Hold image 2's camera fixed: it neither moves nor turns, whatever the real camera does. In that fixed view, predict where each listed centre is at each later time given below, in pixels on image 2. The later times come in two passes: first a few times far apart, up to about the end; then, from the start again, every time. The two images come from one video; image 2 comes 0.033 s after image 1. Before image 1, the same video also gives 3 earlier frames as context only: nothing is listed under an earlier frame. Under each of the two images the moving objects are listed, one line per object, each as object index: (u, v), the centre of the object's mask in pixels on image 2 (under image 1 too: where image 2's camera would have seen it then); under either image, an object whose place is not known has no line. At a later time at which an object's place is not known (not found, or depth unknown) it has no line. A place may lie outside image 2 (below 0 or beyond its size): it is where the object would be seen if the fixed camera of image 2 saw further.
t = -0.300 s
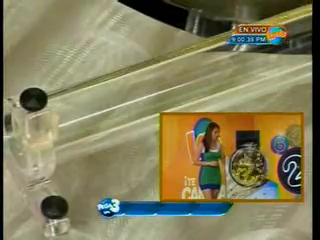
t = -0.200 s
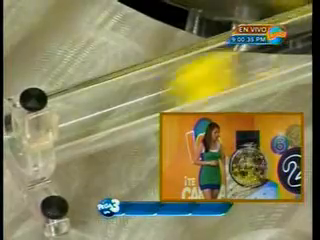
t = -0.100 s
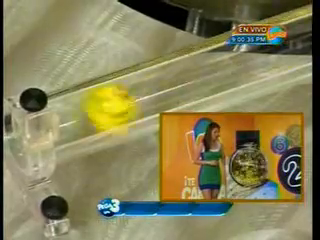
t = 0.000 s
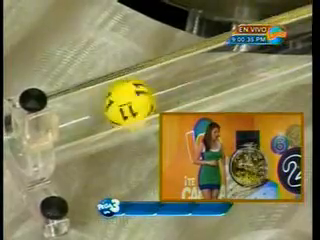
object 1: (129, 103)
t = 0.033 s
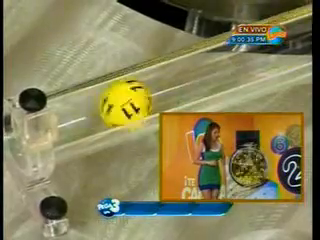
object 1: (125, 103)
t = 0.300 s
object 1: (75, 121)
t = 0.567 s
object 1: (75, 122)
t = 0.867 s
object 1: (75, 122)
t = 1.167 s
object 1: (75, 123)
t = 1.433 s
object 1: (75, 123)
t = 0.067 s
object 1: (119, 107)
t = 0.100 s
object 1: (108, 112)
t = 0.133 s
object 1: (97, 115)
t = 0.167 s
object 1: (82, 120)
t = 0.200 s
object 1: (75, 120)
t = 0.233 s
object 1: (76, 121)
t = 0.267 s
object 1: (75, 121)
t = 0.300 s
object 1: (75, 121)
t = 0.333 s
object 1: (75, 122)
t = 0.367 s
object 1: (75, 122)
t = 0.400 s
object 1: (75, 122)
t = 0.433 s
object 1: (75, 122)
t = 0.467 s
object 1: (75, 122)
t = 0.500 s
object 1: (76, 122)
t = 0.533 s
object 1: (75, 122)
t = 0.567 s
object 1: (75, 122)
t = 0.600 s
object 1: (76, 122)
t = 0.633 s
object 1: (76, 122)
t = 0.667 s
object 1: (75, 122)
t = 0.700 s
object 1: (75, 122)
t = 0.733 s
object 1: (75, 122)
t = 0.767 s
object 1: (75, 122)
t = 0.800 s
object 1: (75, 122)
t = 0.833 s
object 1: (75, 122)
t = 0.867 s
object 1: (75, 122)
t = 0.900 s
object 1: (75, 122)
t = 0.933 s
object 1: (75, 122)
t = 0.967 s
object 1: (75, 122)
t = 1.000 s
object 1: (75, 122)
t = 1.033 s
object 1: (75, 122)
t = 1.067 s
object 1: (75, 122)
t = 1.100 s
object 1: (75, 123)
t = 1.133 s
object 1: (75, 123)
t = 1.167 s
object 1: (75, 123)
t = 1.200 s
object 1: (75, 123)
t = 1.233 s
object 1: (75, 123)
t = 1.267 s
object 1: (74, 123)
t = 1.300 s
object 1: (74, 123)
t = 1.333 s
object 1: (75, 123)
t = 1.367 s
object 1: (75, 123)
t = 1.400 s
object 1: (75, 123)
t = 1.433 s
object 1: (75, 123)
